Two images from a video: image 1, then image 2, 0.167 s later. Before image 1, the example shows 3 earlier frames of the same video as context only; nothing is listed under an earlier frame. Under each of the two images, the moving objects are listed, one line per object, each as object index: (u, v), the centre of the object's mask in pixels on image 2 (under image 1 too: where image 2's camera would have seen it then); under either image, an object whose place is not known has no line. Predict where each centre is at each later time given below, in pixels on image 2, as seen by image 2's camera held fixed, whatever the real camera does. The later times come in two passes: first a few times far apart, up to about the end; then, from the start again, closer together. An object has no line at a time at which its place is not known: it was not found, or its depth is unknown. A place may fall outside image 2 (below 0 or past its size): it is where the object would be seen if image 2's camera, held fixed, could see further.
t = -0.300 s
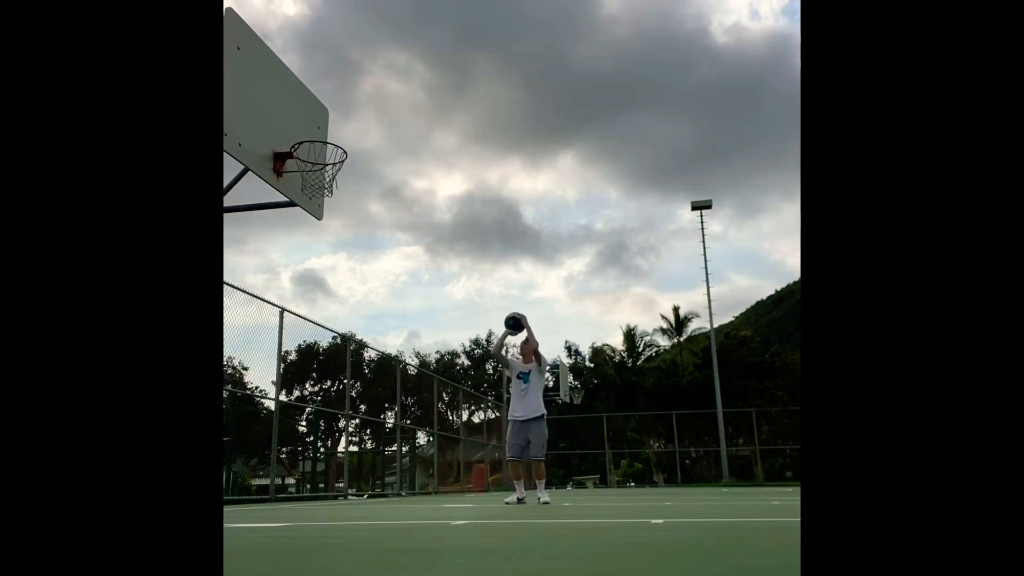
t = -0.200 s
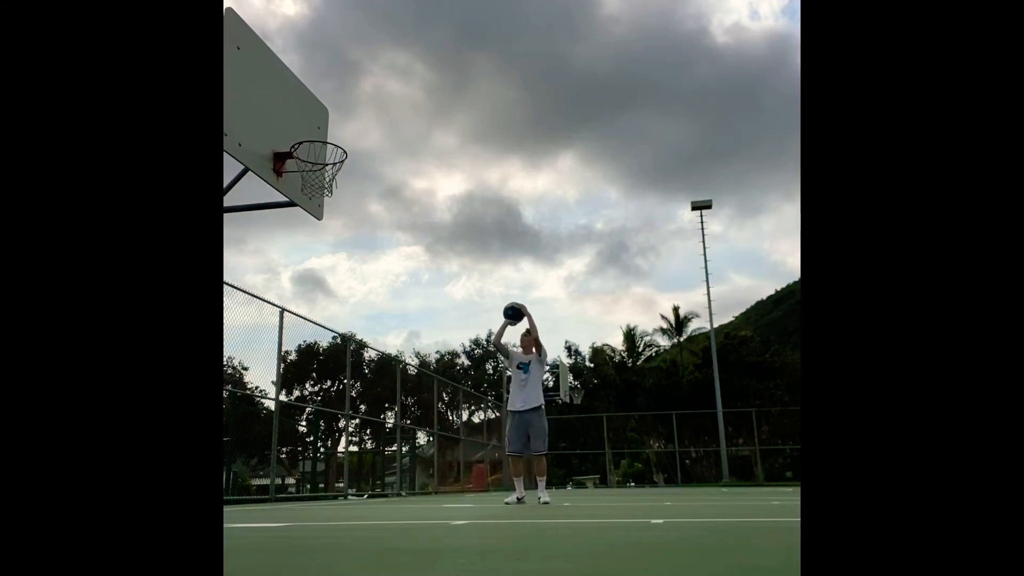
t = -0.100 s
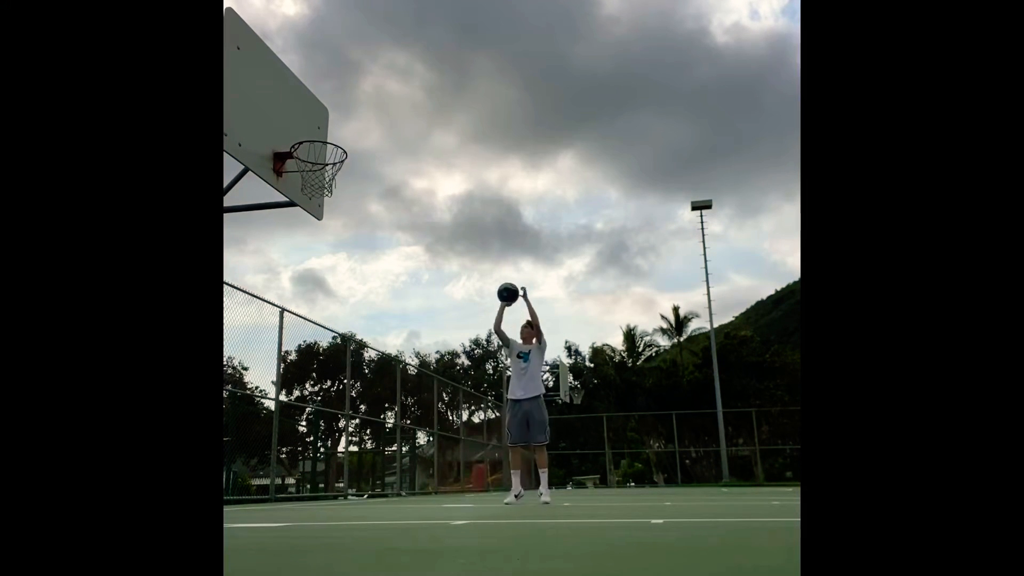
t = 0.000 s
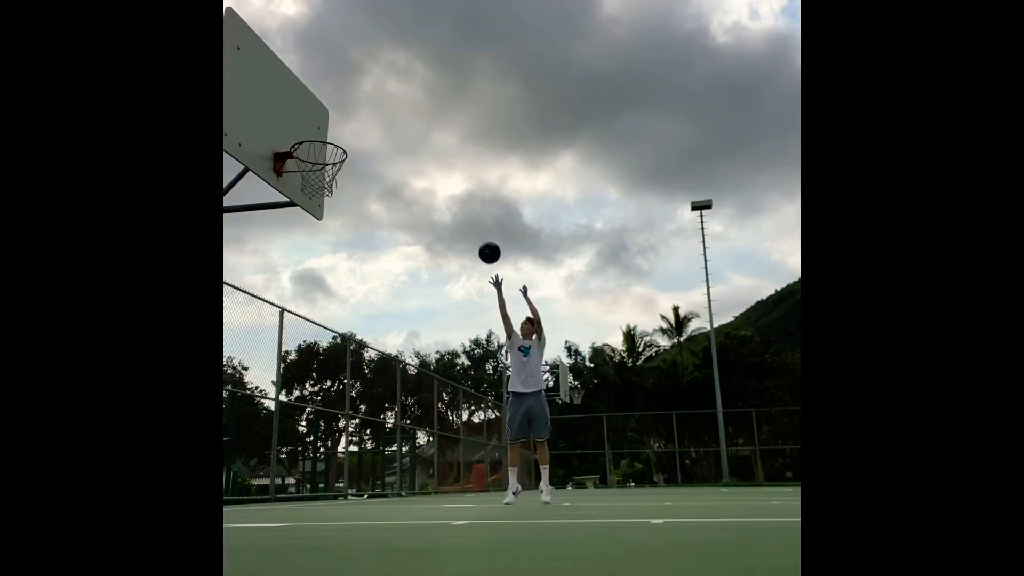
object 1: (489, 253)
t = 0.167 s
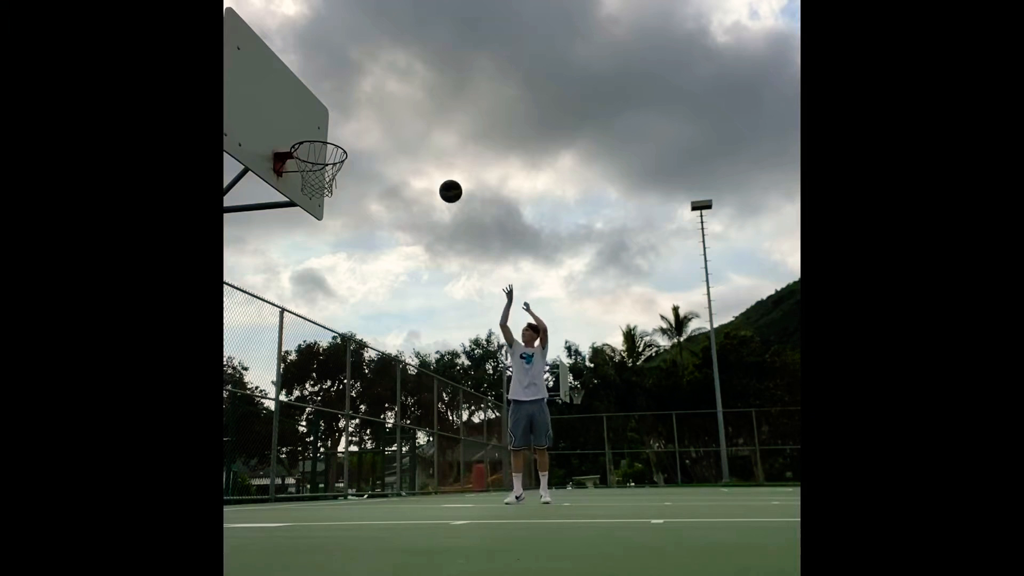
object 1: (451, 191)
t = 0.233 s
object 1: (434, 173)
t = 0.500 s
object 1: (363, 134)
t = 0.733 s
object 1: (318, 160)
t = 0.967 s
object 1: (323, 179)
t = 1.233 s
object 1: (310, 178)
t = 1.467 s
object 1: (317, 183)
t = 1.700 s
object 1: (323, 204)
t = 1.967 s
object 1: (324, 296)
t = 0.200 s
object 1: (442, 181)
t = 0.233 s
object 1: (434, 173)
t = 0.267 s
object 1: (426, 164)
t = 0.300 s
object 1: (418, 157)
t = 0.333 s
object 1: (409, 151)
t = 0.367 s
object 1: (400, 146)
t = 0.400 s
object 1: (391, 141)
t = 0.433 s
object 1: (382, 138)
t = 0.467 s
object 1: (373, 135)
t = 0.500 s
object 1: (363, 134)
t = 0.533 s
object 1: (354, 134)
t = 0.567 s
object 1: (344, 134)
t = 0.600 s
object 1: (333, 136)
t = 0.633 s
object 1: (322, 140)
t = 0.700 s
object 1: (312, 151)
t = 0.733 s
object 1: (318, 160)
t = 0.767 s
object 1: (323, 171)
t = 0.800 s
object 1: (326, 178)
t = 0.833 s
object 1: (326, 179)
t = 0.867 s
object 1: (326, 180)
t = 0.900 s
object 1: (326, 180)
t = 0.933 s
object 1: (325, 180)
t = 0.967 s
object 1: (323, 179)
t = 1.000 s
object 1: (321, 179)
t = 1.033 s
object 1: (318, 178)
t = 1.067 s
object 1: (316, 178)
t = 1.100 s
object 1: (313, 179)
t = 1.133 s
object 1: (312, 180)
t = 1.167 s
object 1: (311, 178)
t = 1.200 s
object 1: (310, 178)
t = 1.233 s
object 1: (310, 178)
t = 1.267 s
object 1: (310, 178)
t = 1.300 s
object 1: (310, 179)
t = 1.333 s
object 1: (312, 180)
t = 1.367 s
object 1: (313, 181)
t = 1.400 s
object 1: (314, 181)
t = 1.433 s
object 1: (315, 182)
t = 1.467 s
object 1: (317, 183)
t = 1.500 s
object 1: (318, 184)
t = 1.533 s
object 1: (320, 185)
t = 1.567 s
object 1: (321, 187)
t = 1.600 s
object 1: (321, 190)
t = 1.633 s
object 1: (322, 193)
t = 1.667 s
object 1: (322, 198)
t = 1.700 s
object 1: (323, 204)
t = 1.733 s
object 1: (323, 211)
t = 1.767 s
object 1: (323, 219)
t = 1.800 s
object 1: (323, 228)
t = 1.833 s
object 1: (324, 239)
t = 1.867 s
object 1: (324, 251)
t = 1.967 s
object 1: (324, 296)
